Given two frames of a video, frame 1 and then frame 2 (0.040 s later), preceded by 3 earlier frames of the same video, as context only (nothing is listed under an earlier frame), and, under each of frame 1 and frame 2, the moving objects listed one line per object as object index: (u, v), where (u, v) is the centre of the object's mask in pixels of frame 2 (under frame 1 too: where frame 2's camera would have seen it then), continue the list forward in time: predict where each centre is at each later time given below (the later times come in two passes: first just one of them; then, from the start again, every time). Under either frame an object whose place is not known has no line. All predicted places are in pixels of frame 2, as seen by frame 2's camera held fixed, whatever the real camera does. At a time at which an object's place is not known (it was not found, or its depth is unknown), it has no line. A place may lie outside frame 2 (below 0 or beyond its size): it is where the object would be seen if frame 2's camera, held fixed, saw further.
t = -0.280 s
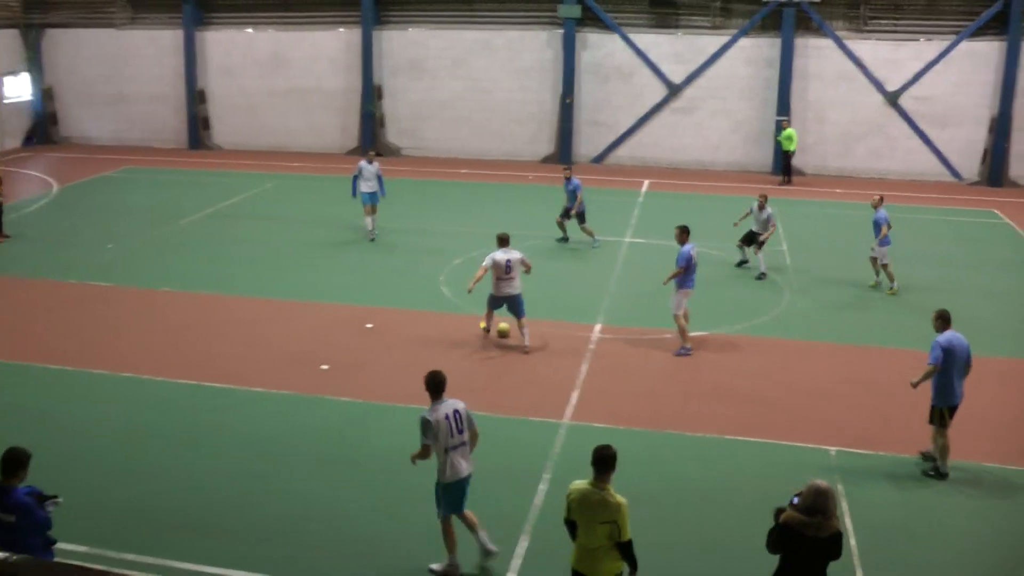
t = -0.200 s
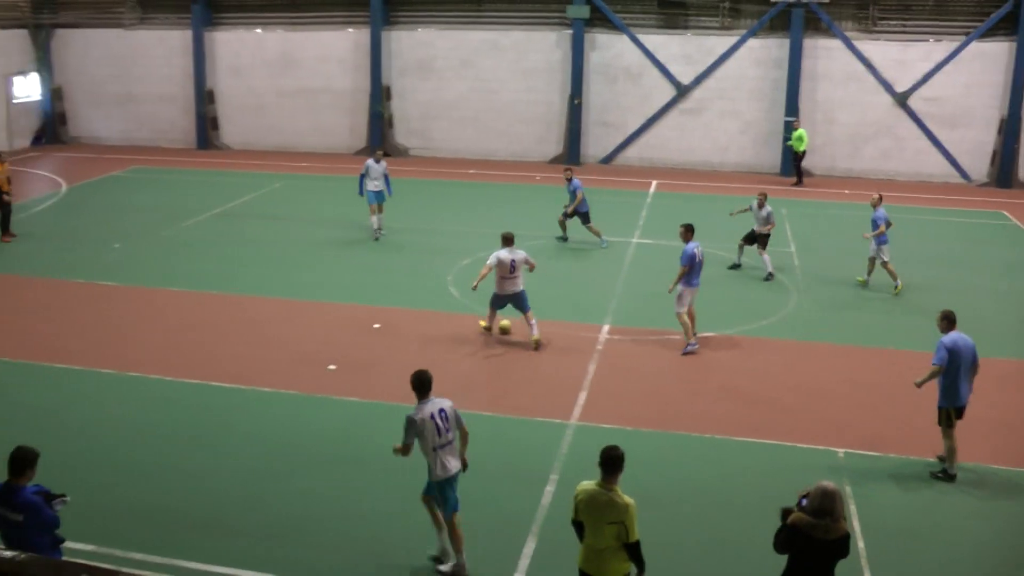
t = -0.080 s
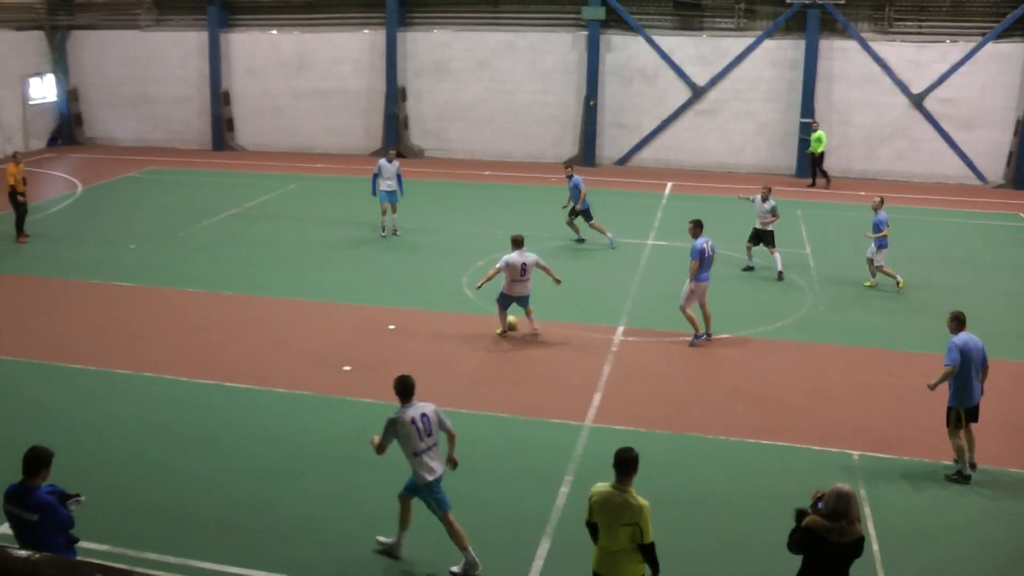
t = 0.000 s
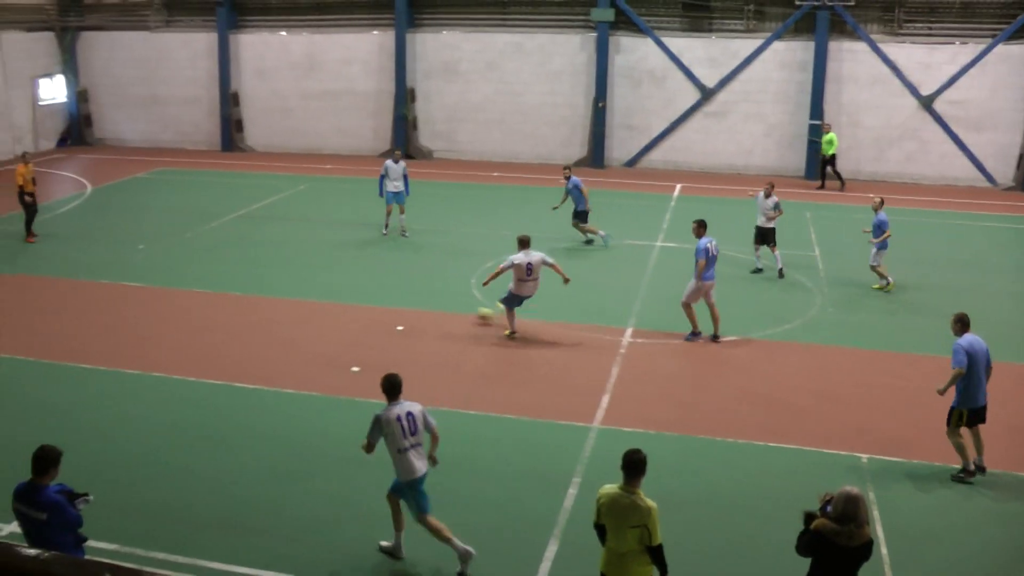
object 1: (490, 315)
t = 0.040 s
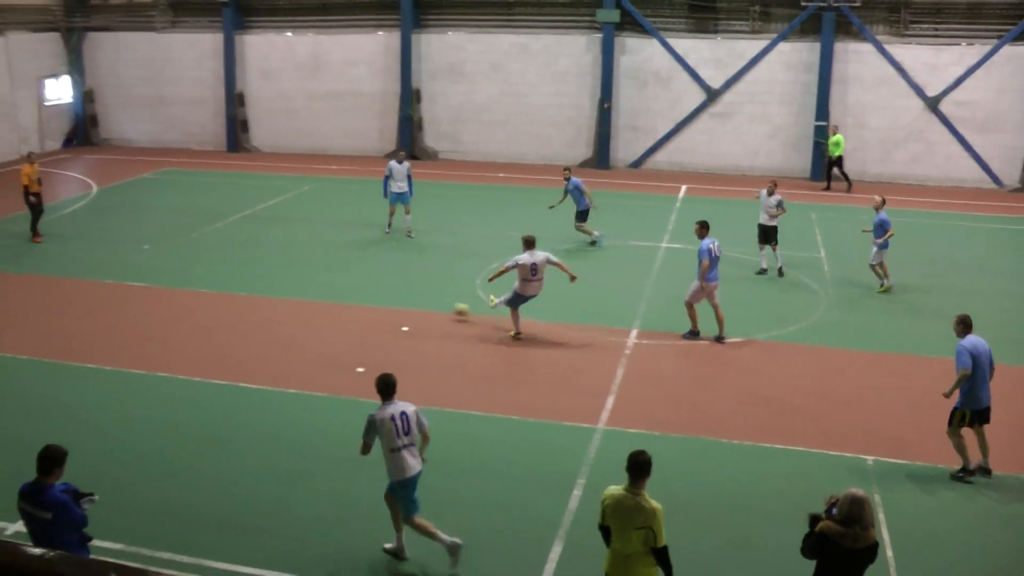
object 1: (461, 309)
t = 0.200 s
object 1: (360, 300)
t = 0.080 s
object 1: (435, 305)
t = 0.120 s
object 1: (408, 302)
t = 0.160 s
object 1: (384, 300)
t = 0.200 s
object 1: (360, 300)
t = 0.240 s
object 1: (337, 299)
